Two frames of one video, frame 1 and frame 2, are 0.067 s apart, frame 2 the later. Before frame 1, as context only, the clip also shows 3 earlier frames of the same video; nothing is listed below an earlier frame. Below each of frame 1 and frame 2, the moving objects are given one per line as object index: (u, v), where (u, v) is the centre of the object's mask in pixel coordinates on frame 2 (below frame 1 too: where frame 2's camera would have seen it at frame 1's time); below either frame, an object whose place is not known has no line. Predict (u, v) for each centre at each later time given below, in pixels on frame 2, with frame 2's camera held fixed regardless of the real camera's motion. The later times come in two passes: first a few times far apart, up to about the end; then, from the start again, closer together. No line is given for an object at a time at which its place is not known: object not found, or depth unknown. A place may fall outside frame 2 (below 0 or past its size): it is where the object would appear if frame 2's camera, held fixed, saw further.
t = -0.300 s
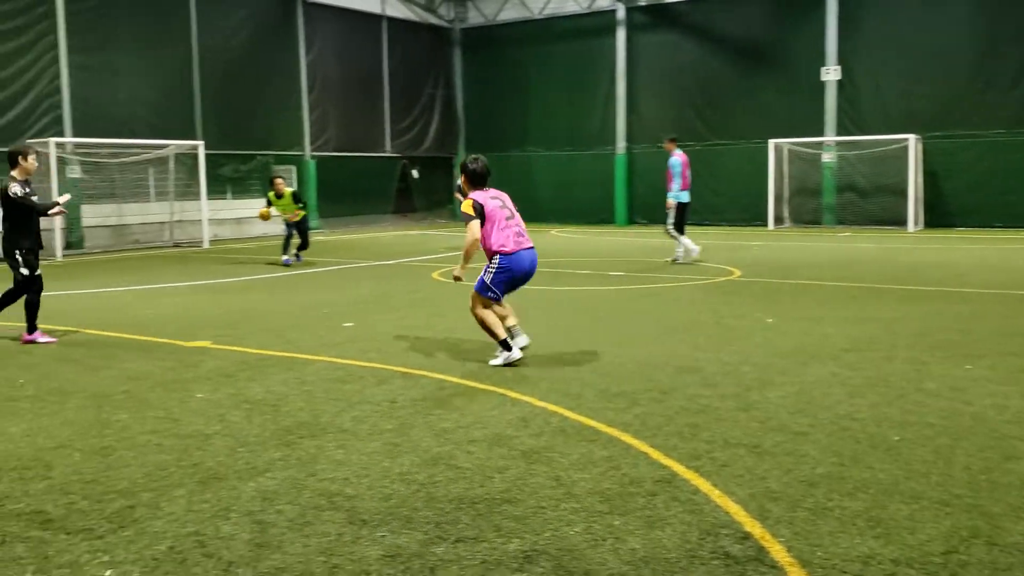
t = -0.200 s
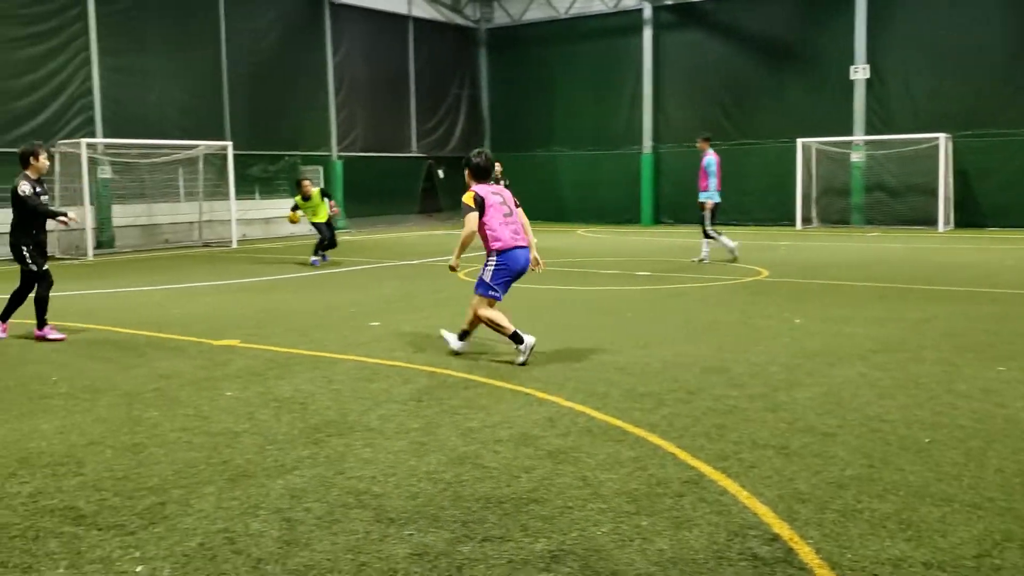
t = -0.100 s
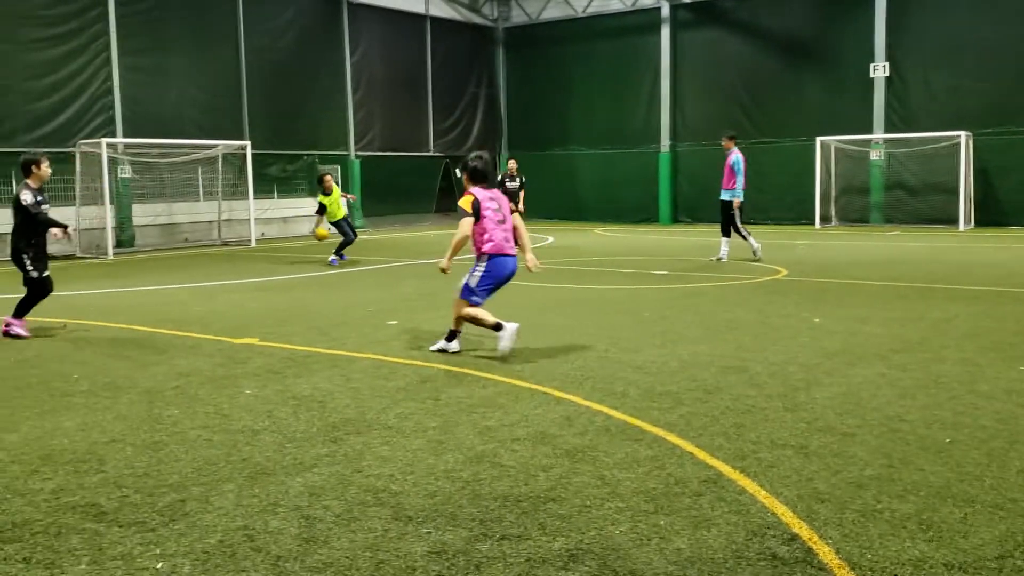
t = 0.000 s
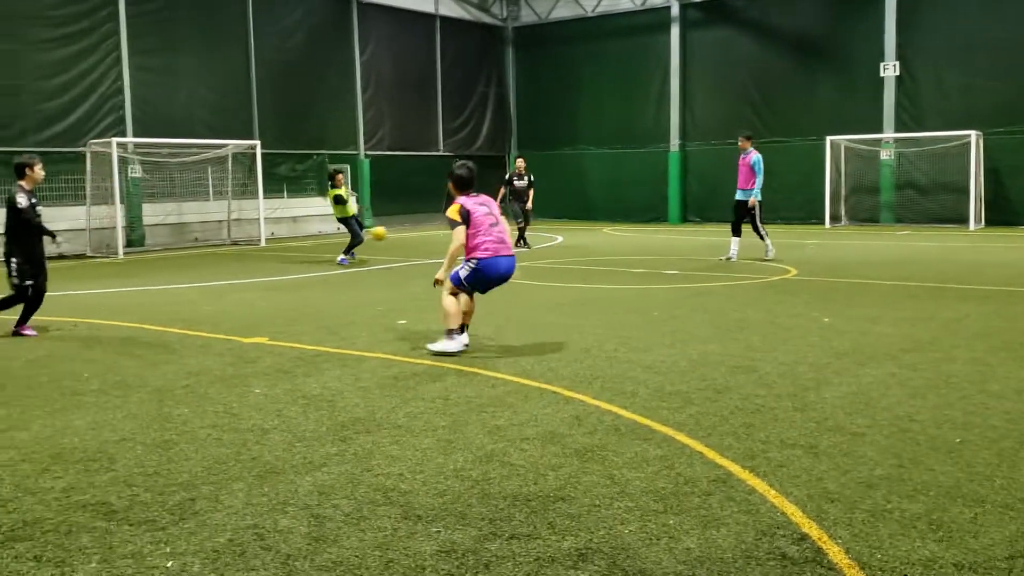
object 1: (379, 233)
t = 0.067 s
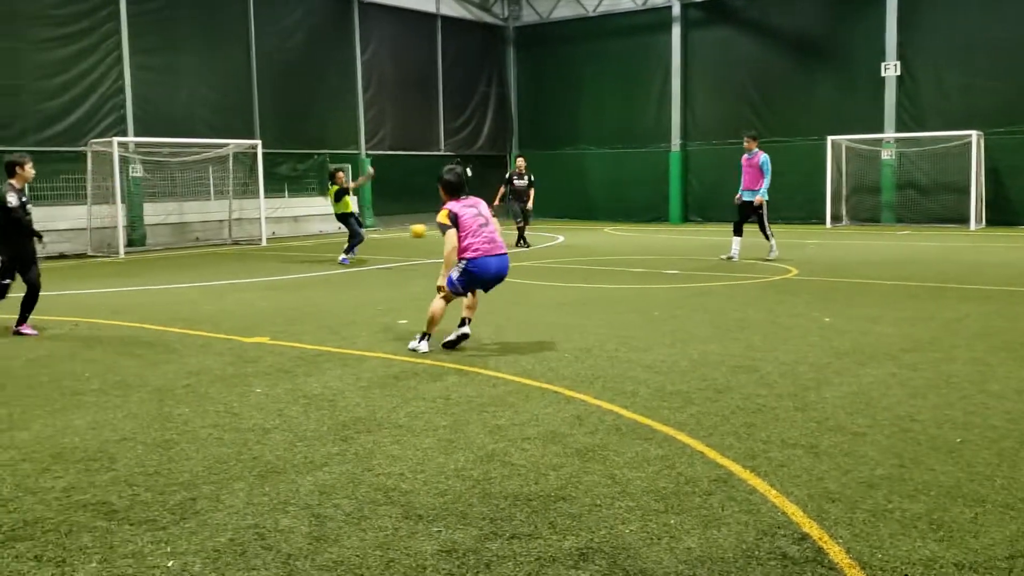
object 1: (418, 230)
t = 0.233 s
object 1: (525, 242)
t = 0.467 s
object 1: (687, 266)
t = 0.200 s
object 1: (502, 238)
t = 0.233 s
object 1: (525, 242)
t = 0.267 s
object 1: (549, 247)
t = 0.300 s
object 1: (573, 253)
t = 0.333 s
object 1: (598, 261)
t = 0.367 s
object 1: (624, 269)
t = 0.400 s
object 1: (646, 272)
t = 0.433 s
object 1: (667, 269)
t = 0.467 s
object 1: (687, 266)
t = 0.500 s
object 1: (709, 265)
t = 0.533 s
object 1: (730, 265)
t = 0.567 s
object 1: (753, 266)
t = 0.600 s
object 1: (776, 268)
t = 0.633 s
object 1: (799, 271)
